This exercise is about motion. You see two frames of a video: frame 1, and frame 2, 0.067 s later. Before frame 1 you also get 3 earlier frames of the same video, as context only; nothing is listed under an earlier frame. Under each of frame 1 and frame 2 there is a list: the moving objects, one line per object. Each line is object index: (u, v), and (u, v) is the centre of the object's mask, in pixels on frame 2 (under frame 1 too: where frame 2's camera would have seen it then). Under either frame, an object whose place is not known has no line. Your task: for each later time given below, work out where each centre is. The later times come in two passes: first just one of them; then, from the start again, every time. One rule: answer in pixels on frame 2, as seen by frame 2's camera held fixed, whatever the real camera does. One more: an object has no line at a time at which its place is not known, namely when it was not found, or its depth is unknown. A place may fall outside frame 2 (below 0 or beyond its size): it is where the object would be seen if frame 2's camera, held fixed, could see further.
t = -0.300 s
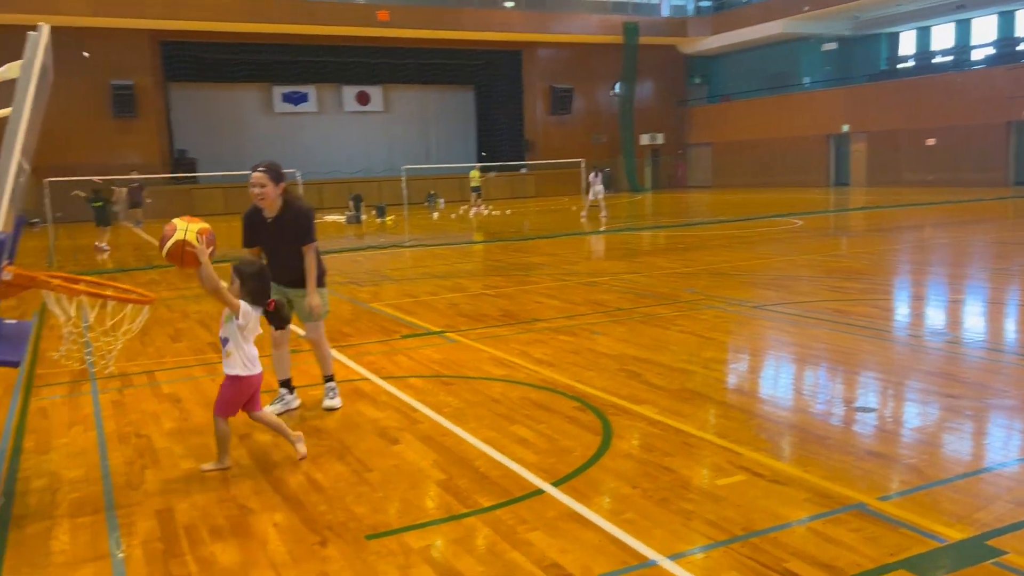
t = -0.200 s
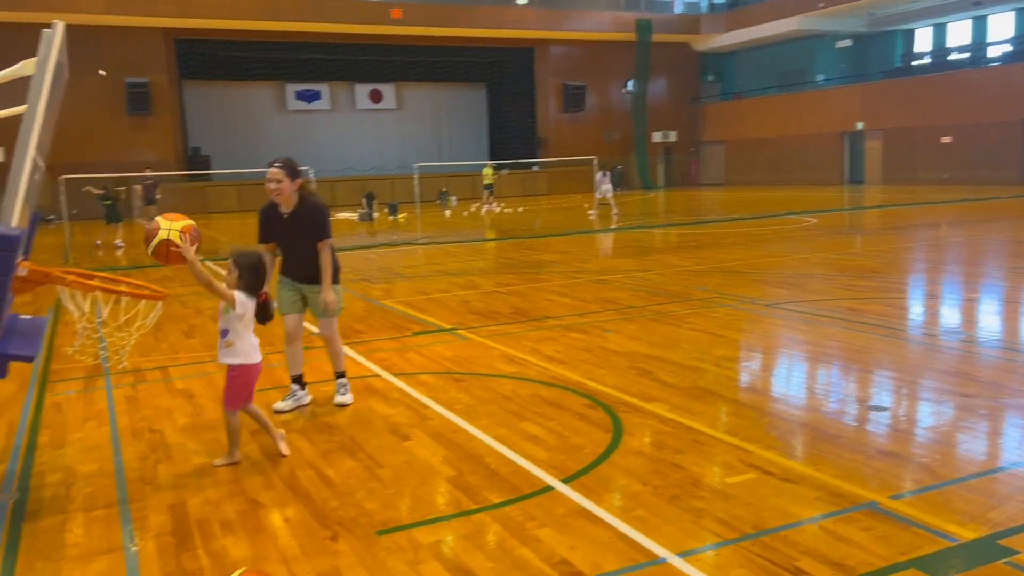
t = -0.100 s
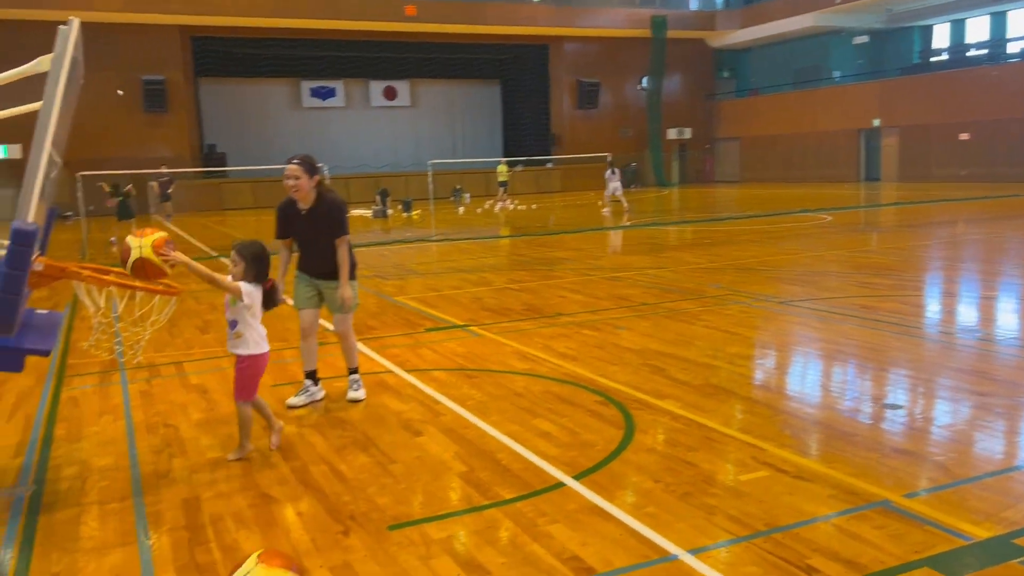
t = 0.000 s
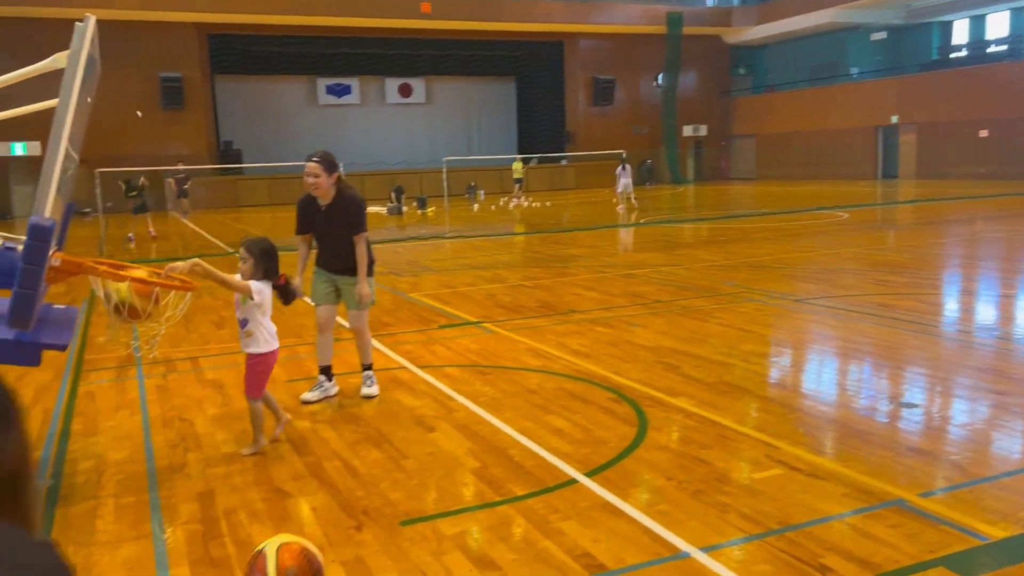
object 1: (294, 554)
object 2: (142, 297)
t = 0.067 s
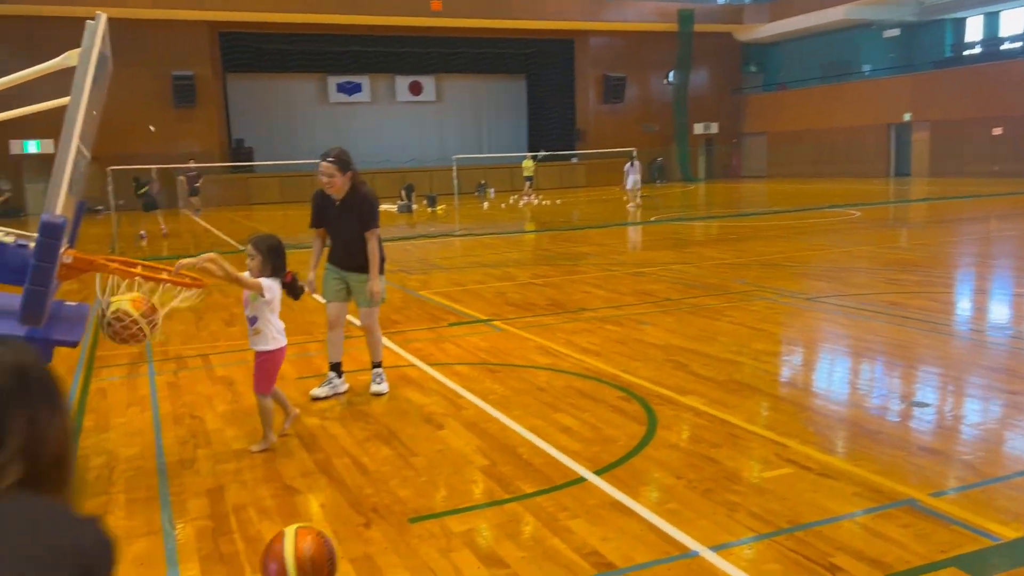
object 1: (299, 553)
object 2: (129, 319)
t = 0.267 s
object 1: (315, 543)
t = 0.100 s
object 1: (302, 552)
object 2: (127, 327)
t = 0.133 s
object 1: (305, 551)
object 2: (124, 336)
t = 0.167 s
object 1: (307, 550)
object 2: (123, 349)
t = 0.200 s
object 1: (310, 548)
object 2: (128, 361)
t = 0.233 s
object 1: (312, 547)
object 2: (137, 372)
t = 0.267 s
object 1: (315, 543)
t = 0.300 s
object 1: (317, 540)
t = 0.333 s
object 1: (319, 537)
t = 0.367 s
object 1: (322, 534)
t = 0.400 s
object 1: (324, 531)
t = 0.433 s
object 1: (326, 528)
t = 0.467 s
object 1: (327, 525)
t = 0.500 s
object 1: (330, 522)
